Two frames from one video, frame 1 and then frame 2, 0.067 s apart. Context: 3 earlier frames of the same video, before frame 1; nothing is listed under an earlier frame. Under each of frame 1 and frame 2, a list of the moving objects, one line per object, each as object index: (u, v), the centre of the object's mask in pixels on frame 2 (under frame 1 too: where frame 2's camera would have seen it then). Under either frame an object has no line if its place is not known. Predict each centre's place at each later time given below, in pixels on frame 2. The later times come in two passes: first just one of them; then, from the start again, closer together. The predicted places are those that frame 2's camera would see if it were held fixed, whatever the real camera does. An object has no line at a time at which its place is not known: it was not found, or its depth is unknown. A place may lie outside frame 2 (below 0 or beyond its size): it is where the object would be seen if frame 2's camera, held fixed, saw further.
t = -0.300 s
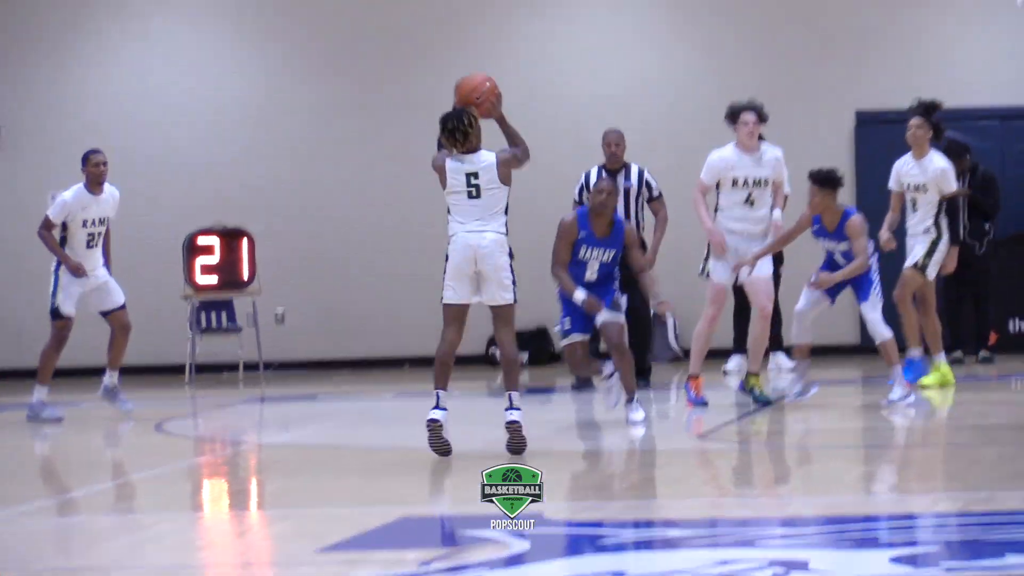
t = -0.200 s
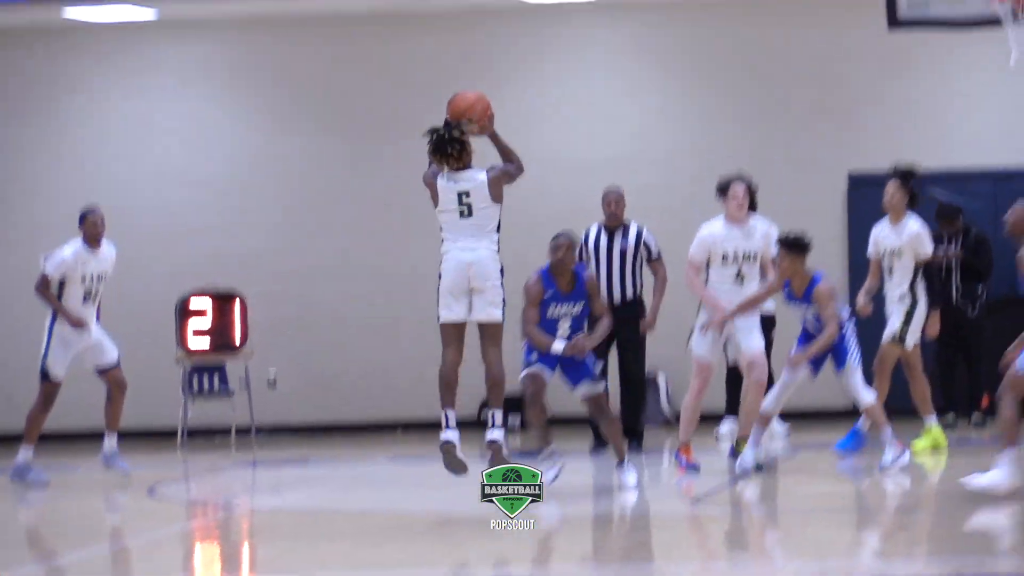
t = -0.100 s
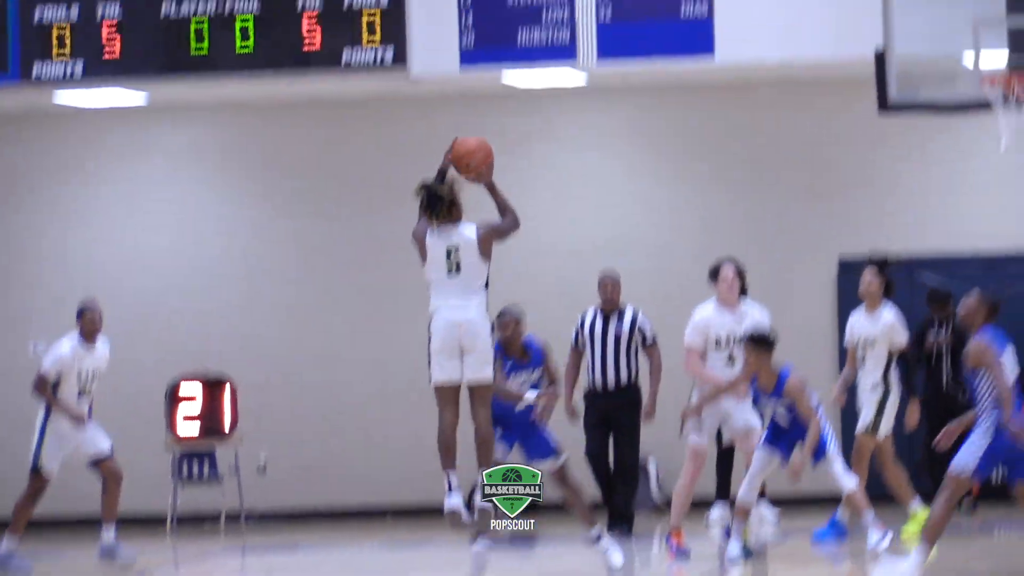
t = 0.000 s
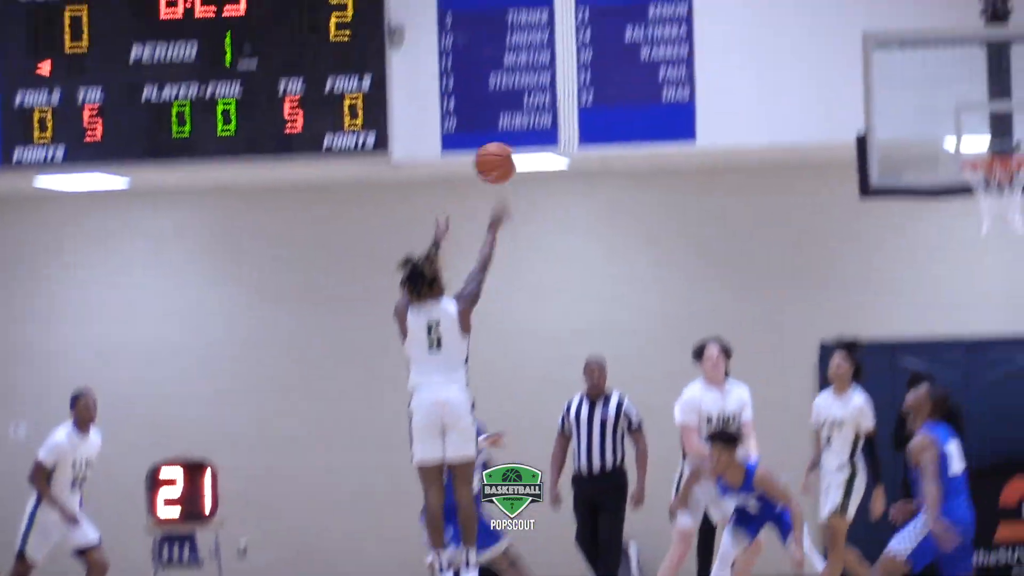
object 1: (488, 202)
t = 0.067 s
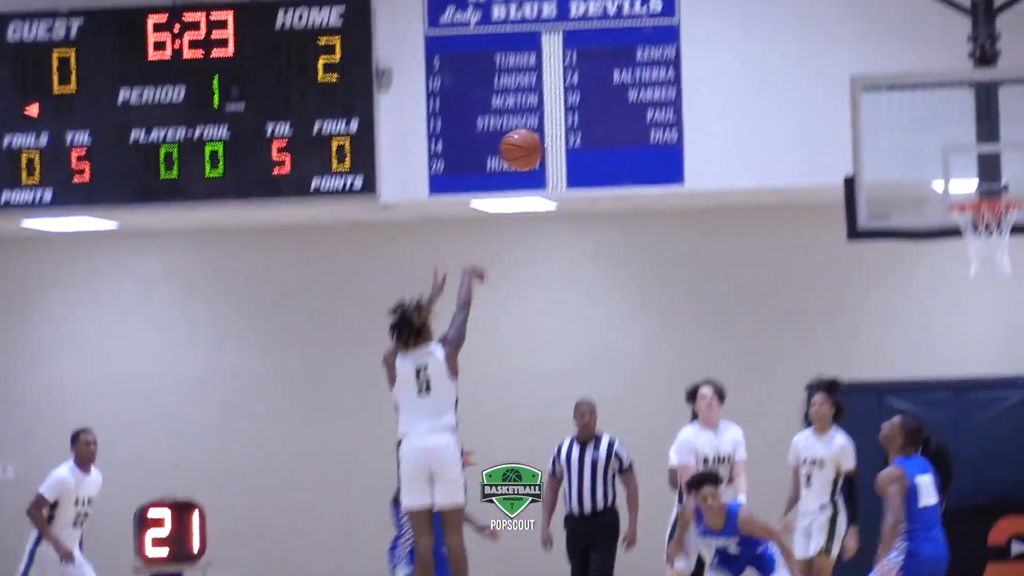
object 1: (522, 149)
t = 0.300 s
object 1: (645, 22)
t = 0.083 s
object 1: (529, 138)
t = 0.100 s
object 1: (539, 126)
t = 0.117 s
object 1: (548, 114)
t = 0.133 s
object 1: (557, 104)
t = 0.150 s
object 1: (567, 93)
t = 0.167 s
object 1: (576, 83)
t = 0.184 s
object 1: (584, 73)
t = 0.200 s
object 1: (593, 65)
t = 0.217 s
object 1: (601, 57)
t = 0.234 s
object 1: (610, 49)
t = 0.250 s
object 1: (619, 42)
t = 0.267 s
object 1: (628, 35)
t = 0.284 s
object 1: (636, 29)
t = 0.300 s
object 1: (645, 22)
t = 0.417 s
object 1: (704, -7)
